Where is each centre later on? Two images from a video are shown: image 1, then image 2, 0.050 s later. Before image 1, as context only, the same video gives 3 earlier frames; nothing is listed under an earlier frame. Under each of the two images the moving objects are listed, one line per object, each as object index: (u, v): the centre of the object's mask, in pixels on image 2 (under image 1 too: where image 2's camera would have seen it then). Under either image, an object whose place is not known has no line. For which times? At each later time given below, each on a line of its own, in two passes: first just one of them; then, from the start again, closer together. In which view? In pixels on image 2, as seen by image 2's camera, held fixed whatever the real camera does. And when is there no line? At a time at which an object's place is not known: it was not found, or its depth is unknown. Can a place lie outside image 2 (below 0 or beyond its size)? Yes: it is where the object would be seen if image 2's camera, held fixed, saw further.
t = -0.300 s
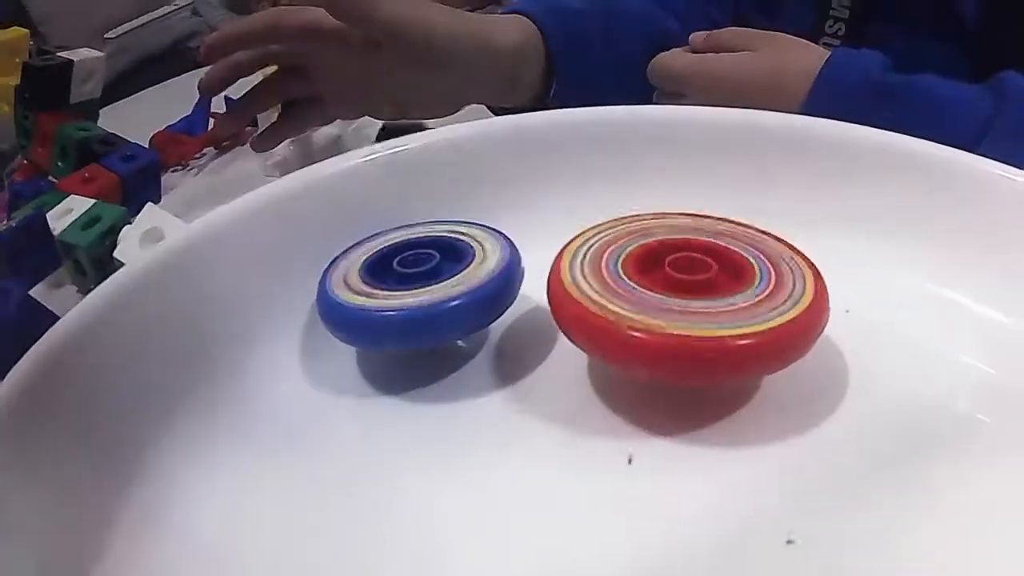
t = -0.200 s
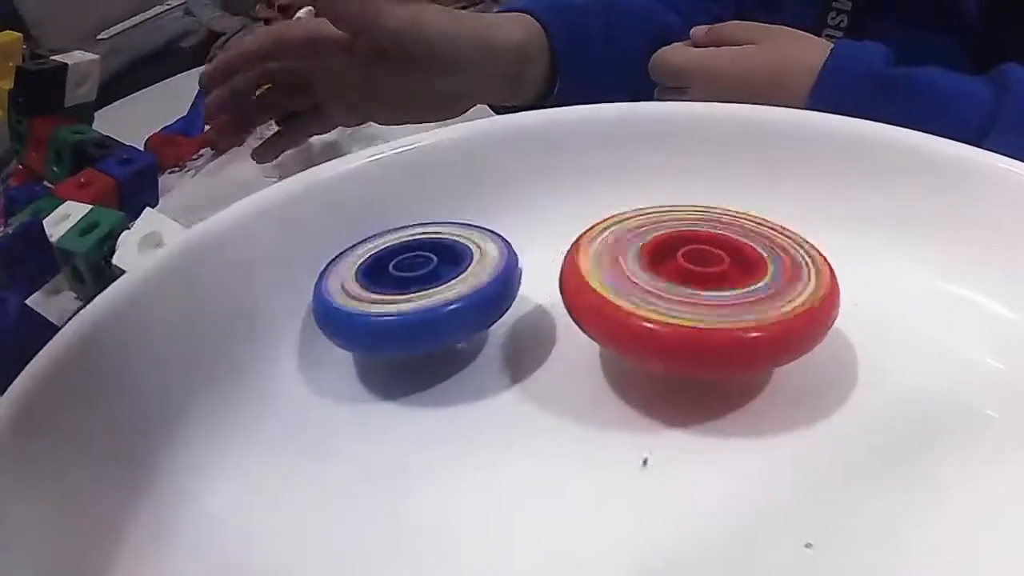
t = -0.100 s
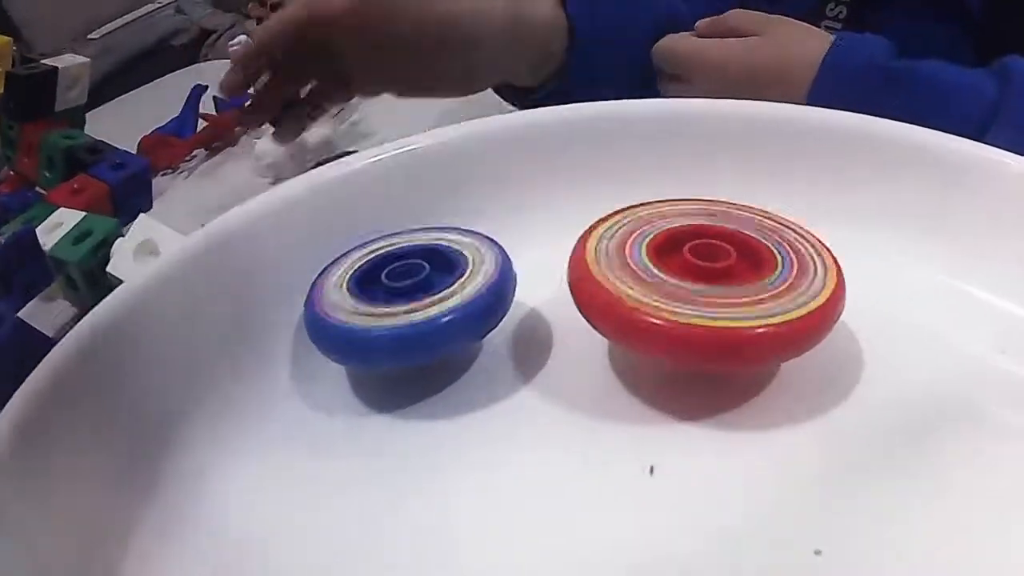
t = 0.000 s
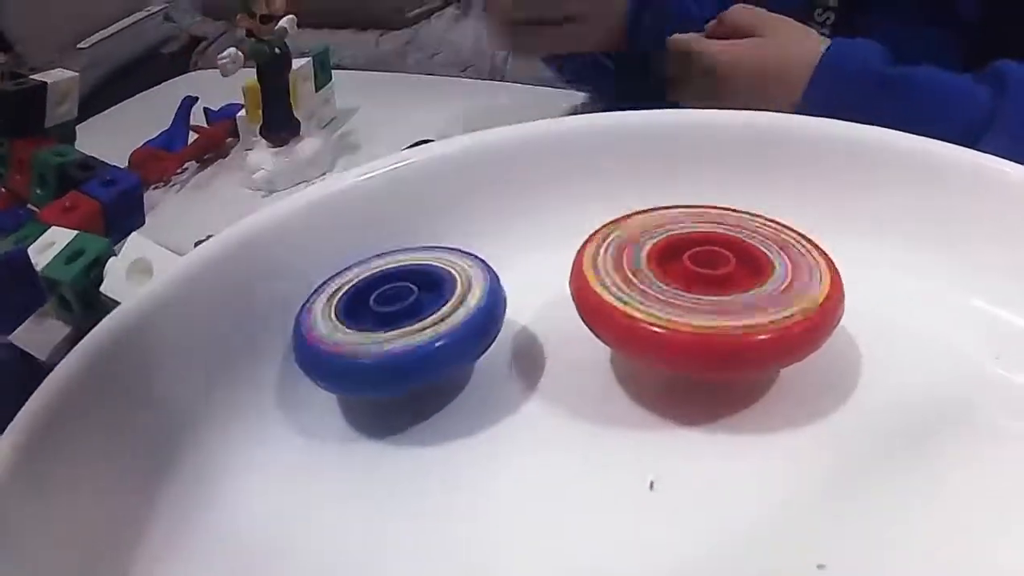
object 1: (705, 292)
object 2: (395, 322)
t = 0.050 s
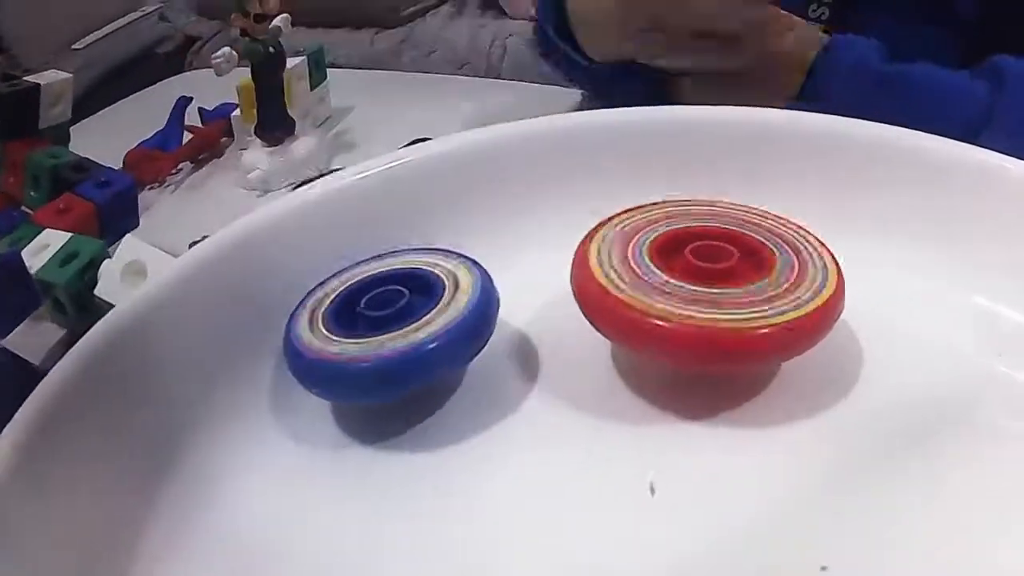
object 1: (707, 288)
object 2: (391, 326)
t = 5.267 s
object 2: (236, 478)
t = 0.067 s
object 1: (708, 288)
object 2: (390, 326)
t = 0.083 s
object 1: (710, 287)
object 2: (389, 327)
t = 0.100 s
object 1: (710, 286)
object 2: (388, 326)
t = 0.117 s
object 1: (713, 285)
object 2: (387, 327)
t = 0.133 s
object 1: (713, 284)
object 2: (388, 328)
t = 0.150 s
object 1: (714, 284)
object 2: (386, 330)
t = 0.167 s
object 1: (714, 283)
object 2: (385, 328)
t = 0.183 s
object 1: (715, 283)
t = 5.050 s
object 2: (234, 471)
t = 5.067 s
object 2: (235, 473)
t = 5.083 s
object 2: (235, 473)
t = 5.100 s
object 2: (234, 474)
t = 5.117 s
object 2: (235, 473)
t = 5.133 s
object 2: (235, 476)
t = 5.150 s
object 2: (234, 475)
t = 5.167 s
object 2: (236, 476)
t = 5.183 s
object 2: (235, 476)
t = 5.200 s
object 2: (235, 475)
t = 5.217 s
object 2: (236, 476)
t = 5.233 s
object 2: (235, 475)
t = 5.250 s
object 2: (236, 475)
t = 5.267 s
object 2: (236, 478)
